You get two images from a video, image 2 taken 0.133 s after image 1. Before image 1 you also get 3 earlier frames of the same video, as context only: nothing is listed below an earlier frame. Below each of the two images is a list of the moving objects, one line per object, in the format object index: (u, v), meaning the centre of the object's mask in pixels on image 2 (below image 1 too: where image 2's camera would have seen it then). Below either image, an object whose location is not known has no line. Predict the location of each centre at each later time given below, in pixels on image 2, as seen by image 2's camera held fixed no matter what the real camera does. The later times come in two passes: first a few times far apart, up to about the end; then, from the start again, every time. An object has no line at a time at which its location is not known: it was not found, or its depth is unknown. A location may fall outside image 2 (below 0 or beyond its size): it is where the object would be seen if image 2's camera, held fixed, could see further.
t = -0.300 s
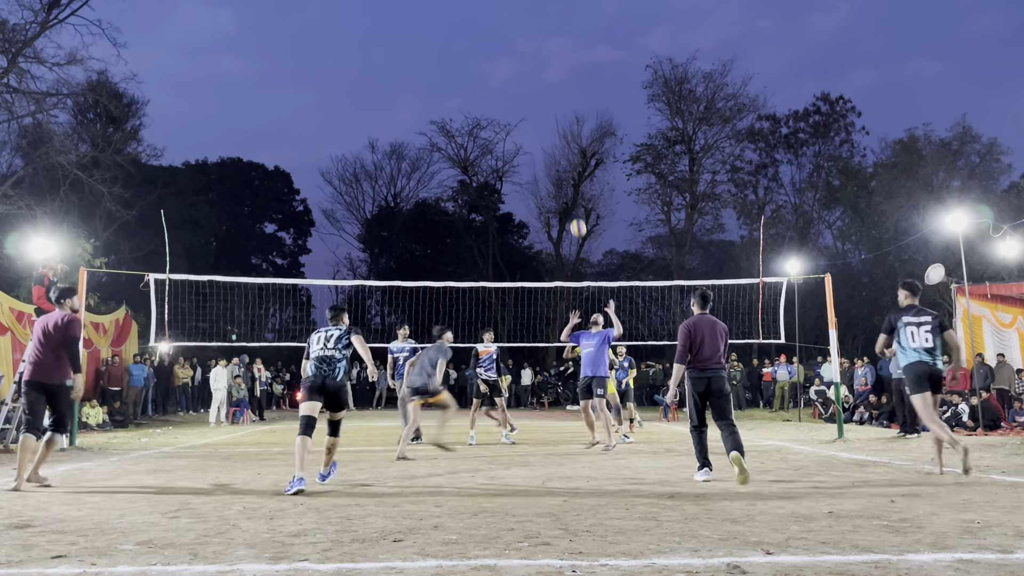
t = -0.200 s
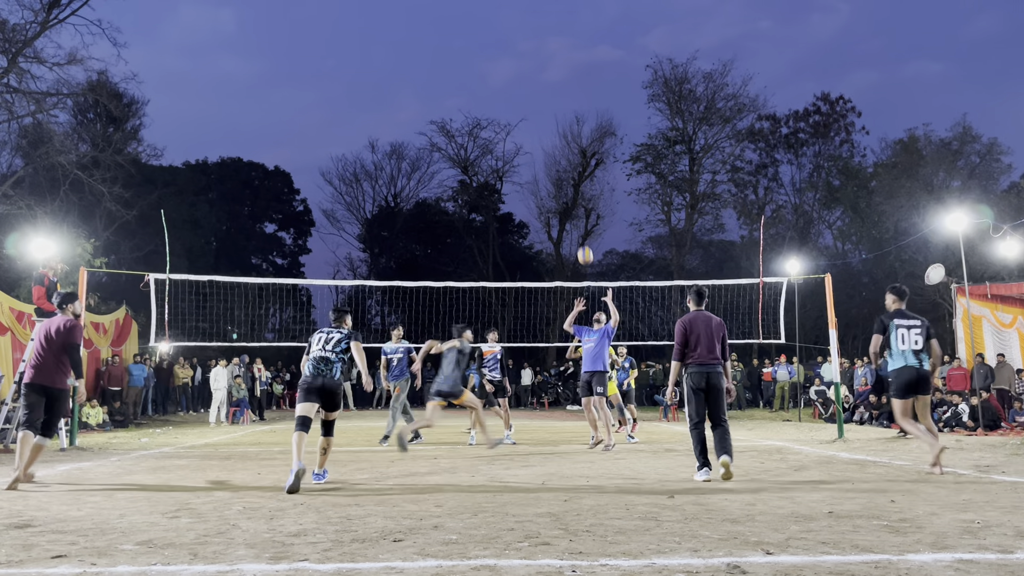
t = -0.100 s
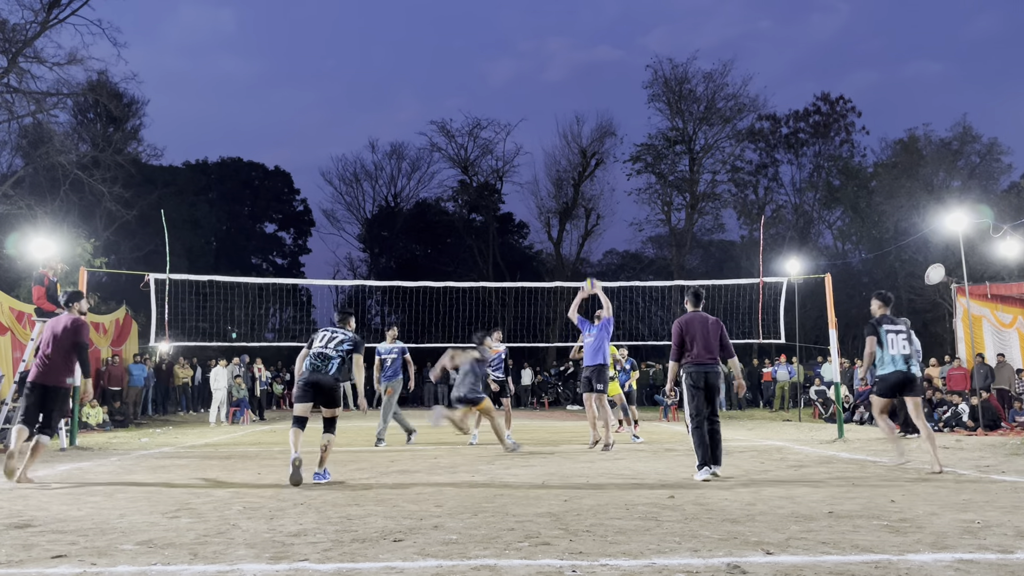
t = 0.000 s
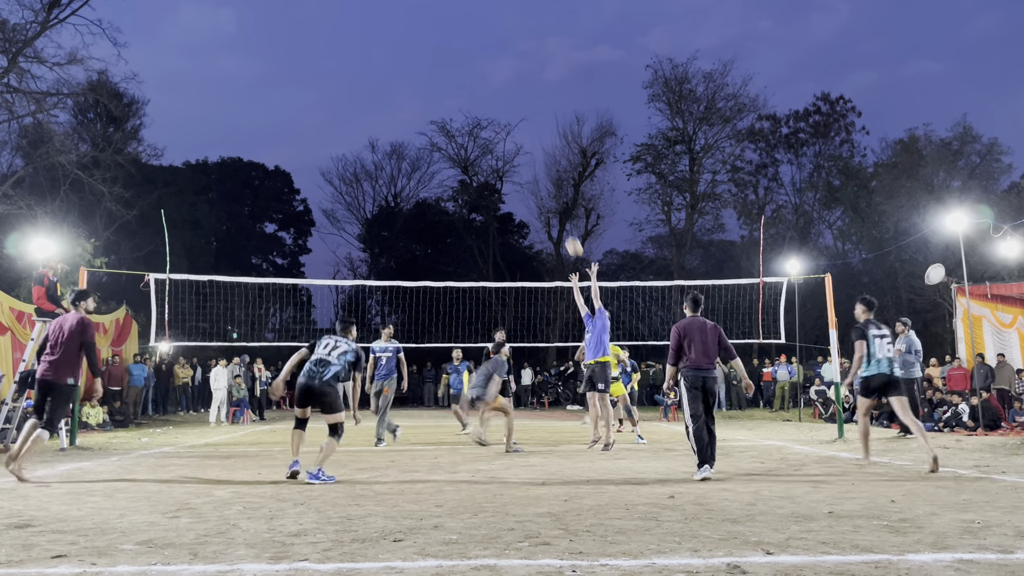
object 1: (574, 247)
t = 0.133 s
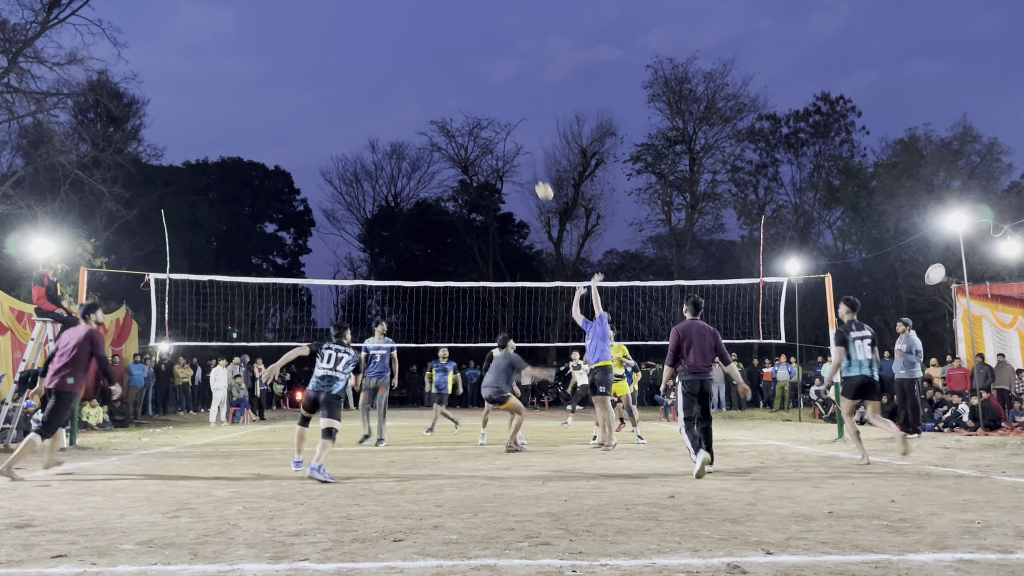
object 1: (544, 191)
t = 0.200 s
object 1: (529, 167)
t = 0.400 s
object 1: (486, 113)
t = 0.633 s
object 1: (435, 84)
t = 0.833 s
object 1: (391, 89)
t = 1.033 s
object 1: (346, 122)
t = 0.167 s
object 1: (537, 179)
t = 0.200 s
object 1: (529, 167)
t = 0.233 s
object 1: (522, 157)
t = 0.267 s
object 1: (515, 146)
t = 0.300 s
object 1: (507, 137)
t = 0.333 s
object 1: (500, 128)
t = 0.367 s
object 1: (493, 120)
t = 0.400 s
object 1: (486, 113)
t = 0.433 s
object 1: (478, 106)
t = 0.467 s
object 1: (471, 101)
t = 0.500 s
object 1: (464, 96)
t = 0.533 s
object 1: (457, 92)
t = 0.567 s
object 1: (450, 88)
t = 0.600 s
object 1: (443, 86)
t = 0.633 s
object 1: (435, 84)
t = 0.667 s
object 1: (428, 83)
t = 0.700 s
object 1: (420, 83)
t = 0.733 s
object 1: (413, 83)
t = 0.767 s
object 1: (406, 84)
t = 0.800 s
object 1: (399, 86)
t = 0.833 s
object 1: (391, 89)
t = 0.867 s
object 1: (384, 92)
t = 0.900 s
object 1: (376, 96)
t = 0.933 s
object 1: (369, 102)
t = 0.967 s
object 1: (361, 108)
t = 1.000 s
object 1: (354, 114)
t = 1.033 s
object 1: (346, 122)
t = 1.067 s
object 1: (339, 130)
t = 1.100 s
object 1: (331, 139)
